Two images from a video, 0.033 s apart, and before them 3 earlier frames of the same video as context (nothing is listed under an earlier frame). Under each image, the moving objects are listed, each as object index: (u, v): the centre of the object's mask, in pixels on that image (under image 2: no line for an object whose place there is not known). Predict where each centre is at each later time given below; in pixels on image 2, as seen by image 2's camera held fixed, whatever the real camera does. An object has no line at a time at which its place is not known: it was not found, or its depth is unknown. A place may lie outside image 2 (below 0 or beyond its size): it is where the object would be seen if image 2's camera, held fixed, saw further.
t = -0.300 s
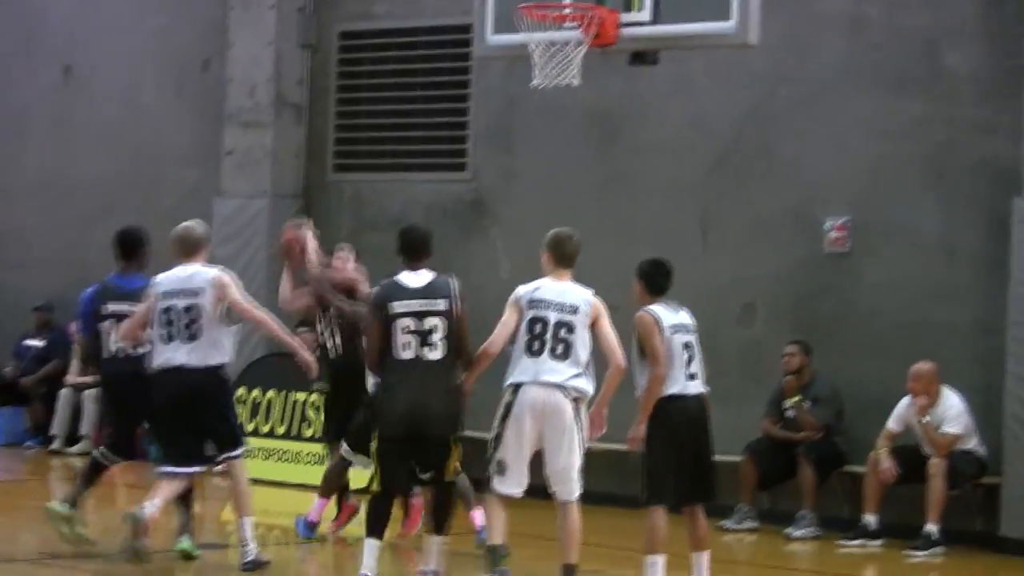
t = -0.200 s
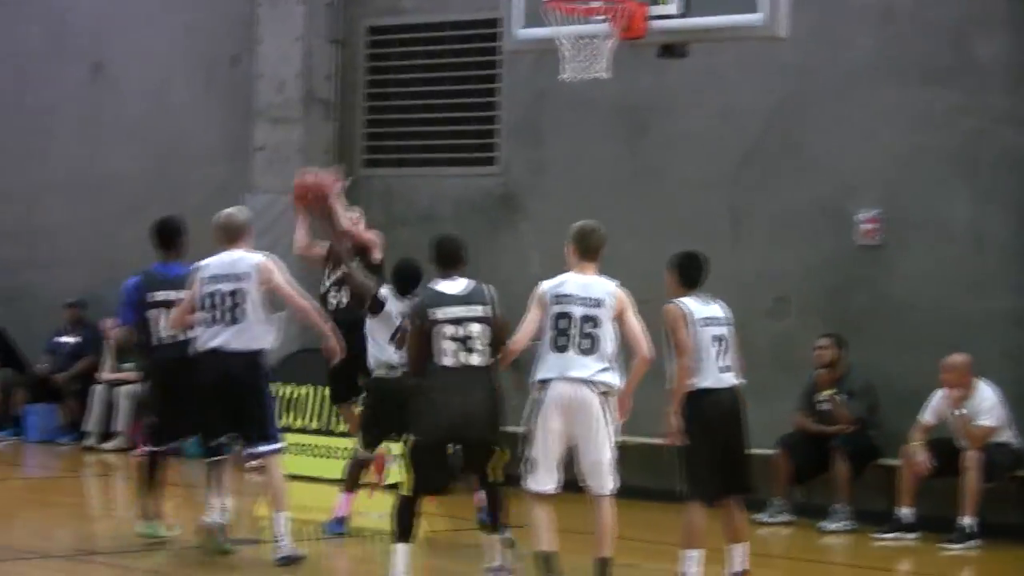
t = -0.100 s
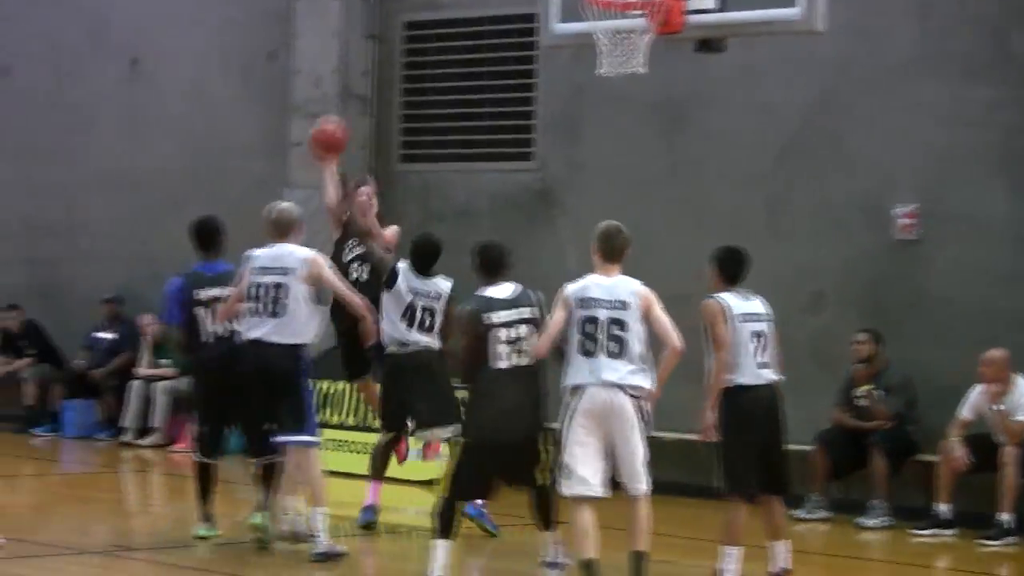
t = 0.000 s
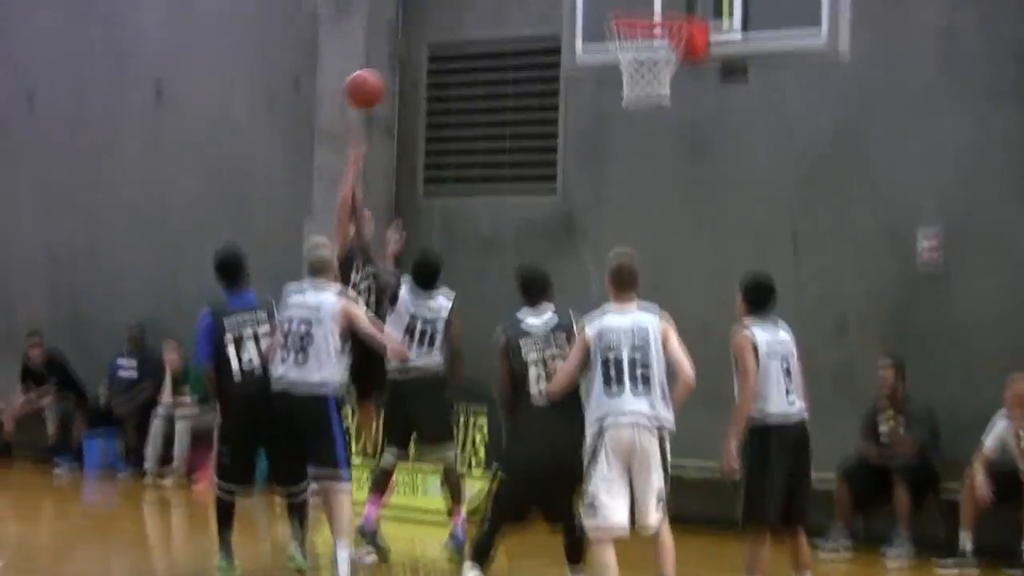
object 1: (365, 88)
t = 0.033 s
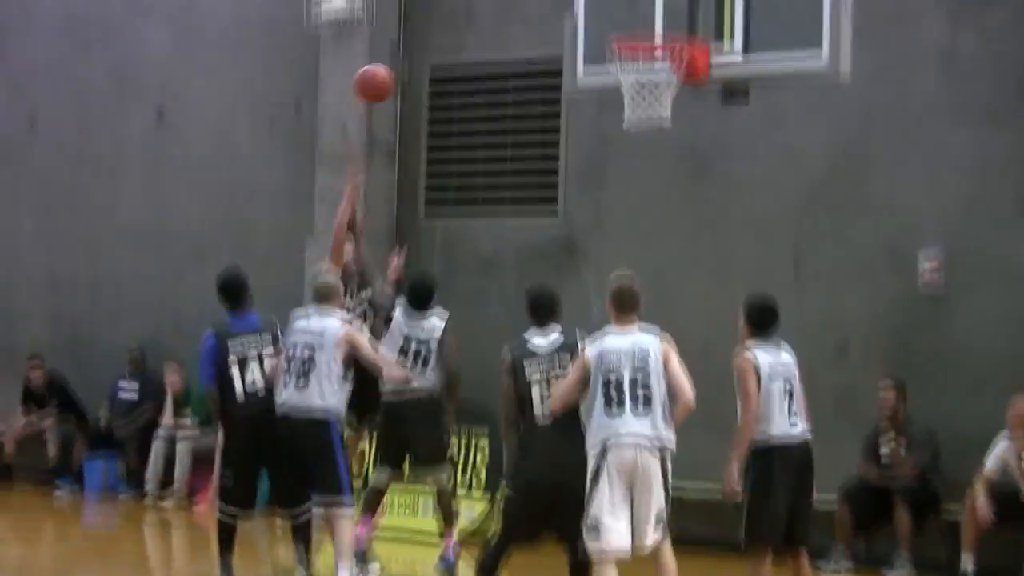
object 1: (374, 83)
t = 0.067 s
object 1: (383, 55)
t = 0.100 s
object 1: (391, 33)
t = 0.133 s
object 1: (400, 13)
